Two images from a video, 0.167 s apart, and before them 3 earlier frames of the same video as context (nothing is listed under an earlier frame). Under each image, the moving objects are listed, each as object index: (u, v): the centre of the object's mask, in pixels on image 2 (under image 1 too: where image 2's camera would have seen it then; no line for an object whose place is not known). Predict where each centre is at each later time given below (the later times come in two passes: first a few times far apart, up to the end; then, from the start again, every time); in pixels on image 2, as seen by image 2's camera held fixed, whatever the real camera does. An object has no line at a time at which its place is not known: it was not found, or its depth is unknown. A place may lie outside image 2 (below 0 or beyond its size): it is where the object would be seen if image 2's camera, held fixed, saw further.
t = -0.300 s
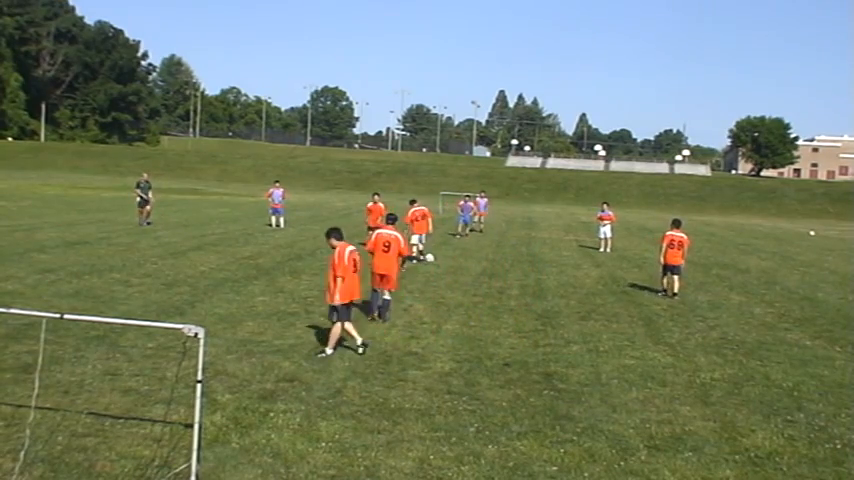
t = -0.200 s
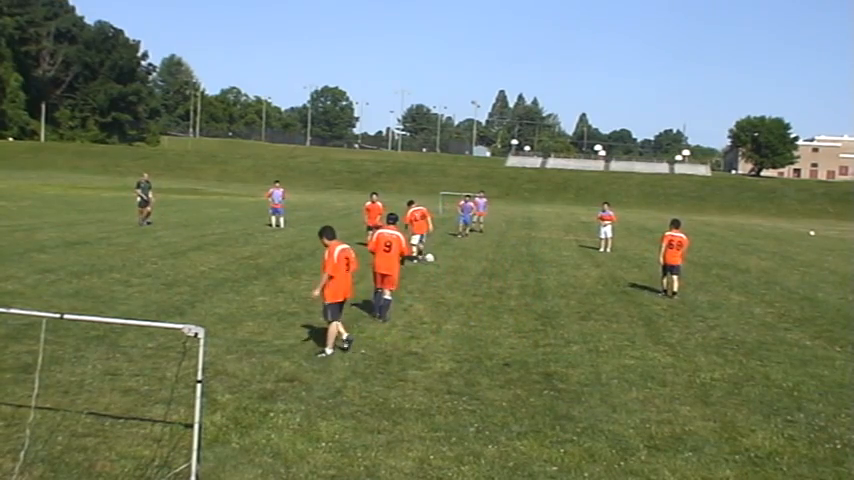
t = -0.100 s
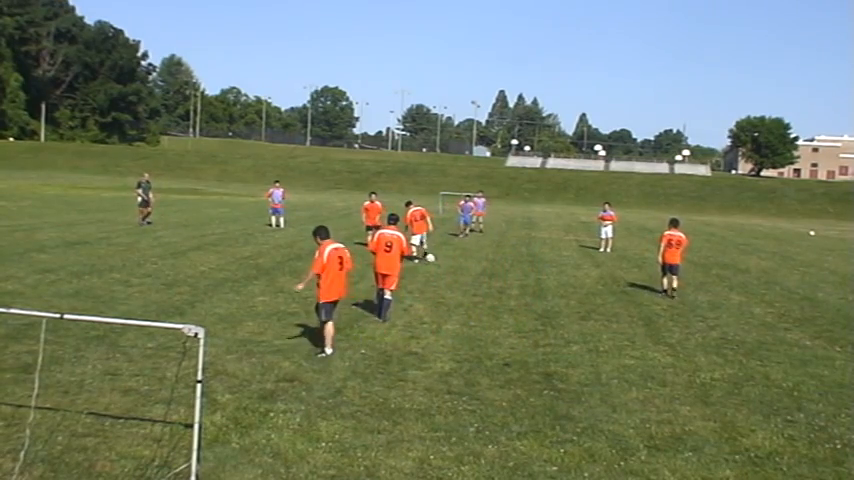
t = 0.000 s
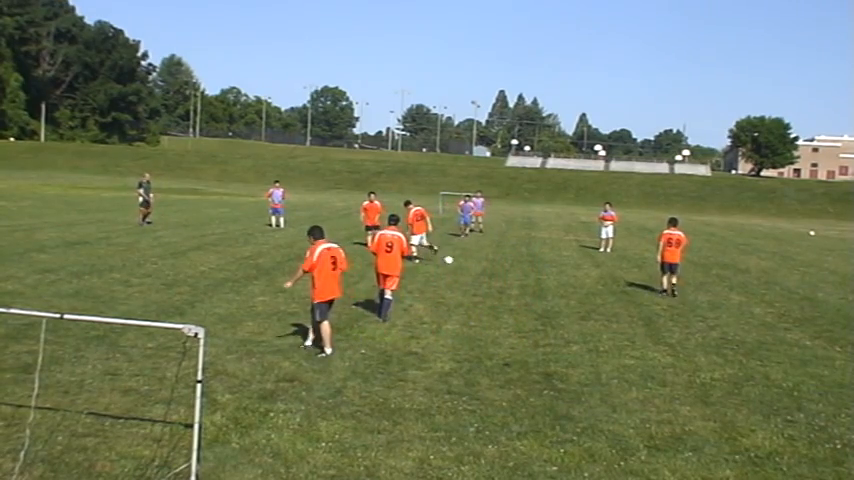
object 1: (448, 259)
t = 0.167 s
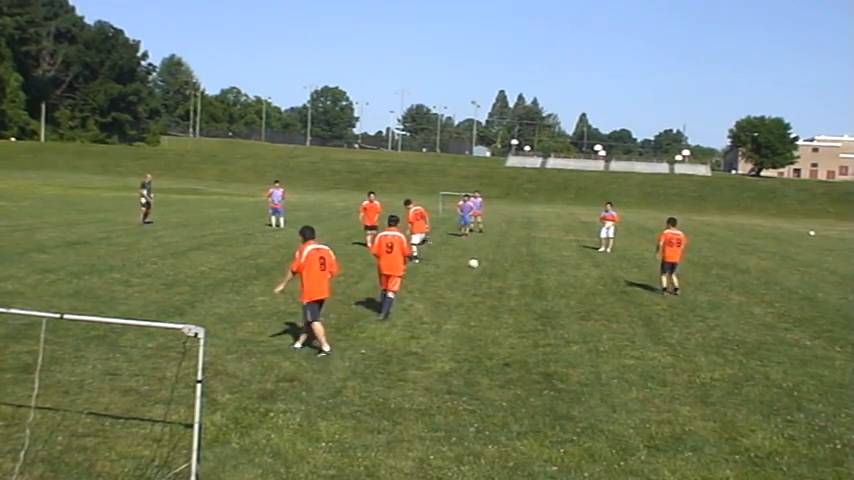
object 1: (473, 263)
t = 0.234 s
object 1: (480, 263)
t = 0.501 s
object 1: (510, 268)
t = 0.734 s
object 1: (534, 273)
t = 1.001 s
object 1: (560, 278)
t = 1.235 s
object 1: (579, 280)
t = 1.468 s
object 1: (597, 283)
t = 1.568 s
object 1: (604, 284)
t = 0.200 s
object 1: (477, 263)
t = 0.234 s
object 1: (480, 263)
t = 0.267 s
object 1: (484, 263)
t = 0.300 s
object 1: (488, 265)
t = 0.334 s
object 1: (492, 266)
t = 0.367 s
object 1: (496, 267)
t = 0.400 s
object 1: (499, 268)
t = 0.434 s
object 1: (503, 267)
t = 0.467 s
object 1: (506, 267)
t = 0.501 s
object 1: (510, 268)
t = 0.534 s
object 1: (514, 269)
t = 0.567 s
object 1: (517, 270)
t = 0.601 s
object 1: (520, 271)
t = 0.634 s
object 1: (524, 271)
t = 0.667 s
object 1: (527, 272)
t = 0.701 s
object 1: (531, 273)
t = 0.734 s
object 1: (534, 273)
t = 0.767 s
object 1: (538, 274)
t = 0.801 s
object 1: (541, 274)
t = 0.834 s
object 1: (543, 275)
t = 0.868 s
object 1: (547, 275)
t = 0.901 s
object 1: (550, 275)
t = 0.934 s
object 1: (553, 276)
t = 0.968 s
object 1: (557, 277)
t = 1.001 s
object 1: (560, 278)
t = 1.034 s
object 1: (563, 278)
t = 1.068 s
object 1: (566, 278)
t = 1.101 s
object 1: (568, 278)
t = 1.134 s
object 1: (571, 278)
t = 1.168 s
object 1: (574, 279)
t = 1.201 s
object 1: (577, 280)
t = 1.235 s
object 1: (579, 280)
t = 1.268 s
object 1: (582, 280)
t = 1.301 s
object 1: (585, 281)
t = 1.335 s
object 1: (587, 281)
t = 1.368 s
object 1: (590, 282)
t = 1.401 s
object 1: (592, 282)
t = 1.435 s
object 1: (594, 282)
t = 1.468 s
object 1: (597, 283)
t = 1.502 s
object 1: (600, 283)
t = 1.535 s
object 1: (602, 284)
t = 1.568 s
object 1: (604, 284)
